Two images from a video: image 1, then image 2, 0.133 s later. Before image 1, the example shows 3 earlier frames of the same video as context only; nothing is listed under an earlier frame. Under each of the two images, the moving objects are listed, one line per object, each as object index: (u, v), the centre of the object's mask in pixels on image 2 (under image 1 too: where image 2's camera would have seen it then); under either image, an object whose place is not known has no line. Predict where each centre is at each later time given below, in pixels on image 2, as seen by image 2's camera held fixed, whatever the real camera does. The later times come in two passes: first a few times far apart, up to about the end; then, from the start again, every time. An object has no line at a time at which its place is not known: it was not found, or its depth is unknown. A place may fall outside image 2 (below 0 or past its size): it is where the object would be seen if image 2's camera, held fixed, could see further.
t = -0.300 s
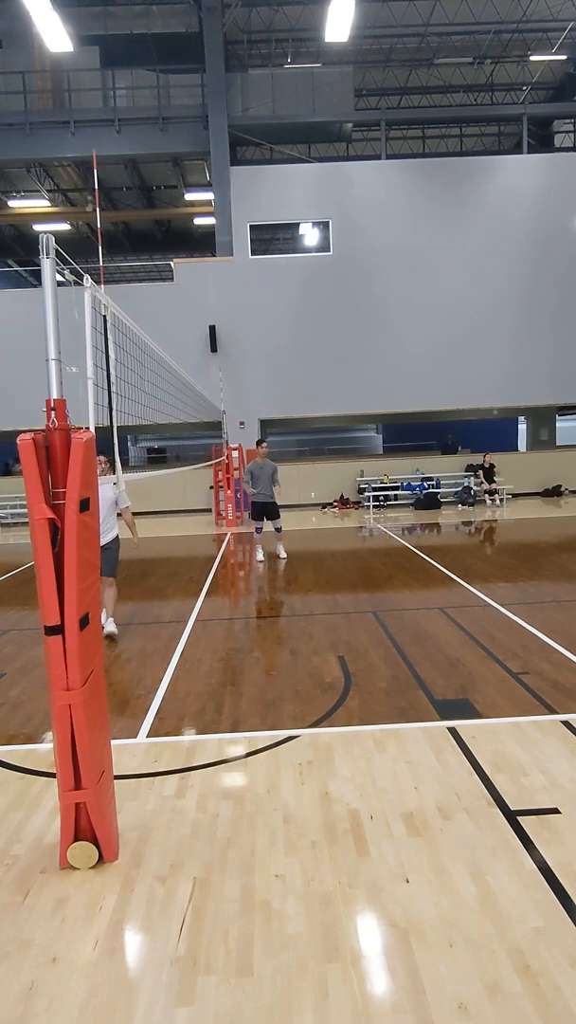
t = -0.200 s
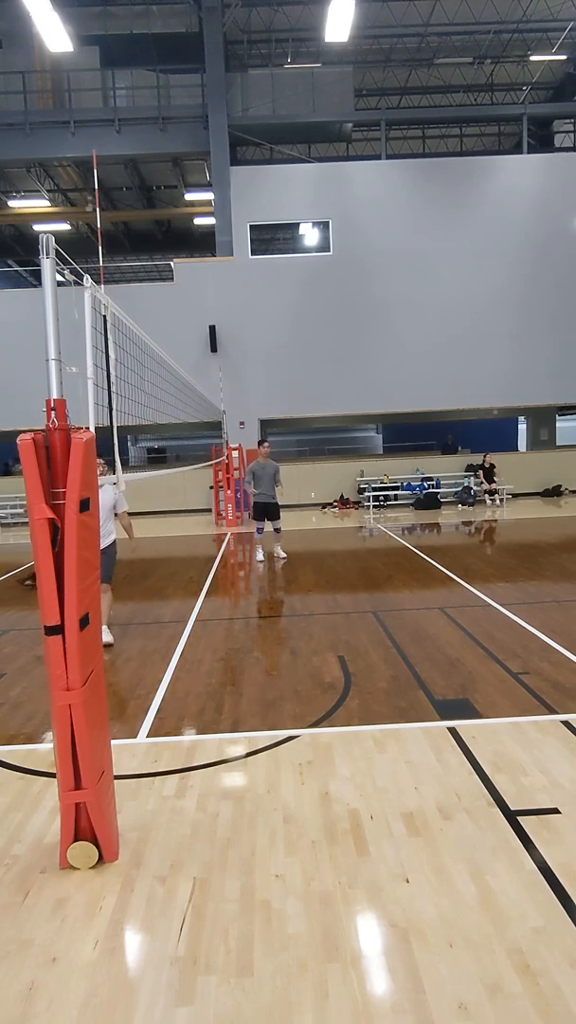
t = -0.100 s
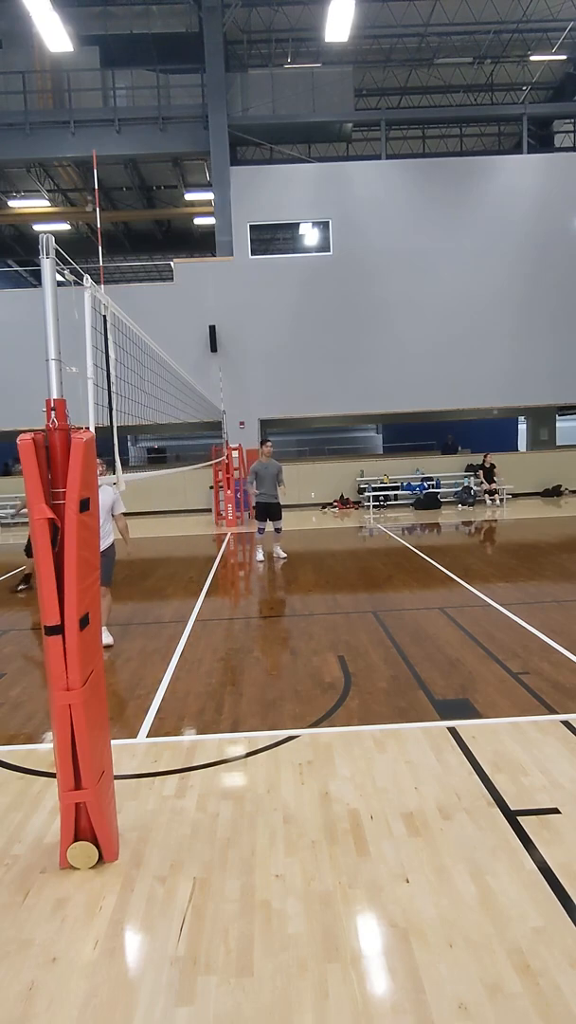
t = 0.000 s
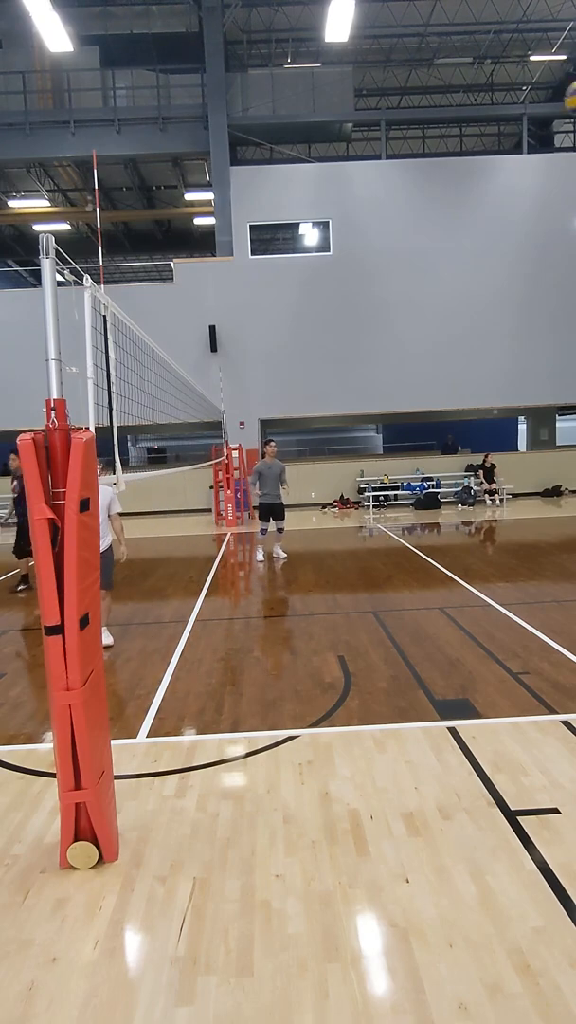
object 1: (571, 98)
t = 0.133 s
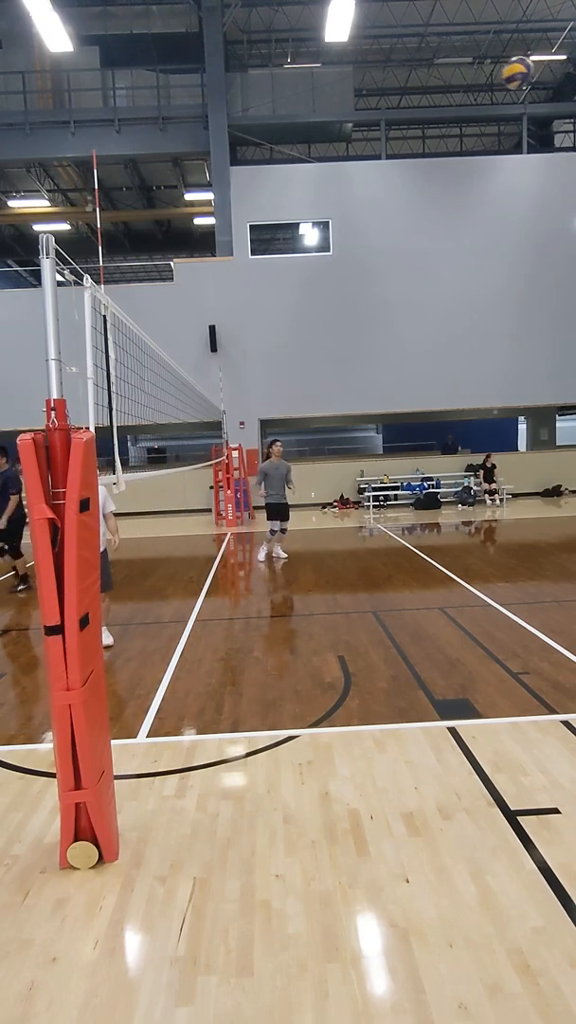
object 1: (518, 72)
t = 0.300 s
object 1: (454, 78)
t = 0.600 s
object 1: (372, 156)
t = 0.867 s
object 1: (325, 269)
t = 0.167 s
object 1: (503, 70)
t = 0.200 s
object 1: (490, 70)
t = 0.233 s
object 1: (477, 72)
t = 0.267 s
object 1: (465, 74)
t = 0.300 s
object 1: (454, 78)
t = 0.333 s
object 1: (443, 83)
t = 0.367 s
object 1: (433, 89)
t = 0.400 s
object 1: (423, 95)
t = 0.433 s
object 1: (413, 104)
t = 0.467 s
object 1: (405, 113)
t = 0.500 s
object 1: (396, 123)
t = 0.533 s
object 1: (388, 133)
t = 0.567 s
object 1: (380, 145)
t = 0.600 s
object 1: (372, 156)
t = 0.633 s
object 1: (366, 168)
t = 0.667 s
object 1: (359, 182)
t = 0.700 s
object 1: (353, 196)
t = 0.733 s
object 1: (347, 210)
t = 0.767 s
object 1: (341, 224)
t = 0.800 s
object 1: (335, 239)
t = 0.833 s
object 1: (330, 254)
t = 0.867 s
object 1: (325, 269)
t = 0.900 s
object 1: (320, 285)
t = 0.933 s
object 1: (316, 301)
